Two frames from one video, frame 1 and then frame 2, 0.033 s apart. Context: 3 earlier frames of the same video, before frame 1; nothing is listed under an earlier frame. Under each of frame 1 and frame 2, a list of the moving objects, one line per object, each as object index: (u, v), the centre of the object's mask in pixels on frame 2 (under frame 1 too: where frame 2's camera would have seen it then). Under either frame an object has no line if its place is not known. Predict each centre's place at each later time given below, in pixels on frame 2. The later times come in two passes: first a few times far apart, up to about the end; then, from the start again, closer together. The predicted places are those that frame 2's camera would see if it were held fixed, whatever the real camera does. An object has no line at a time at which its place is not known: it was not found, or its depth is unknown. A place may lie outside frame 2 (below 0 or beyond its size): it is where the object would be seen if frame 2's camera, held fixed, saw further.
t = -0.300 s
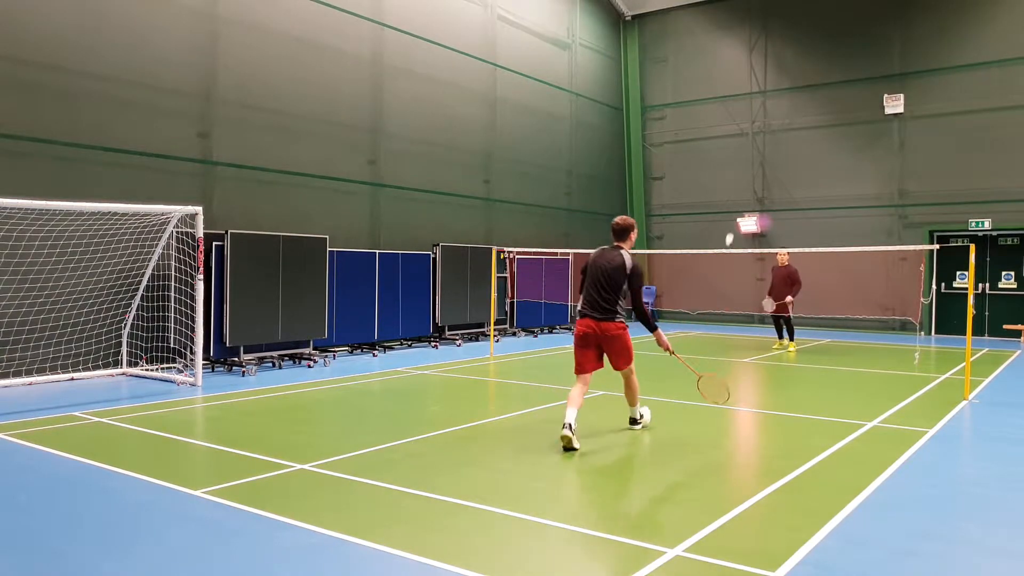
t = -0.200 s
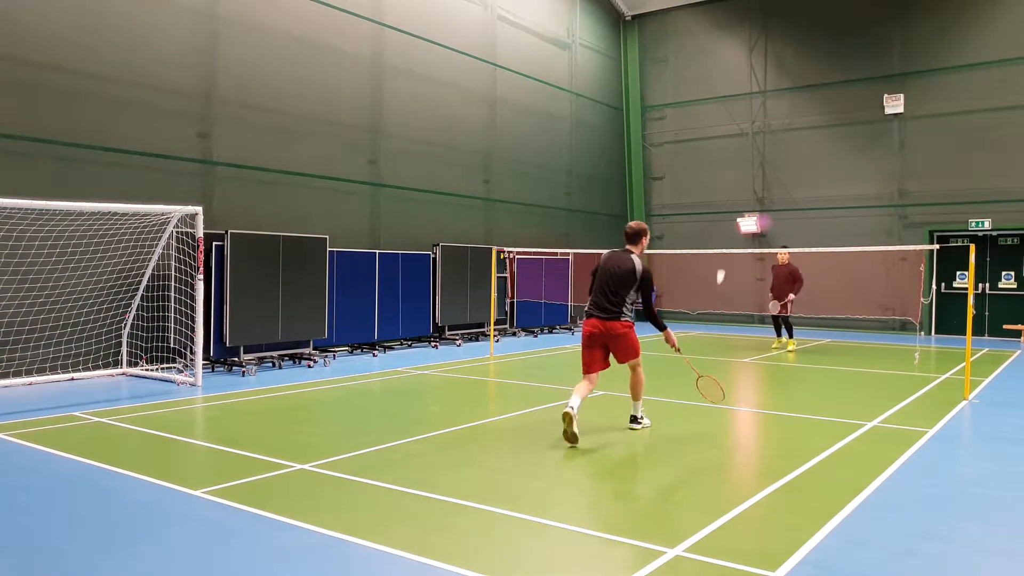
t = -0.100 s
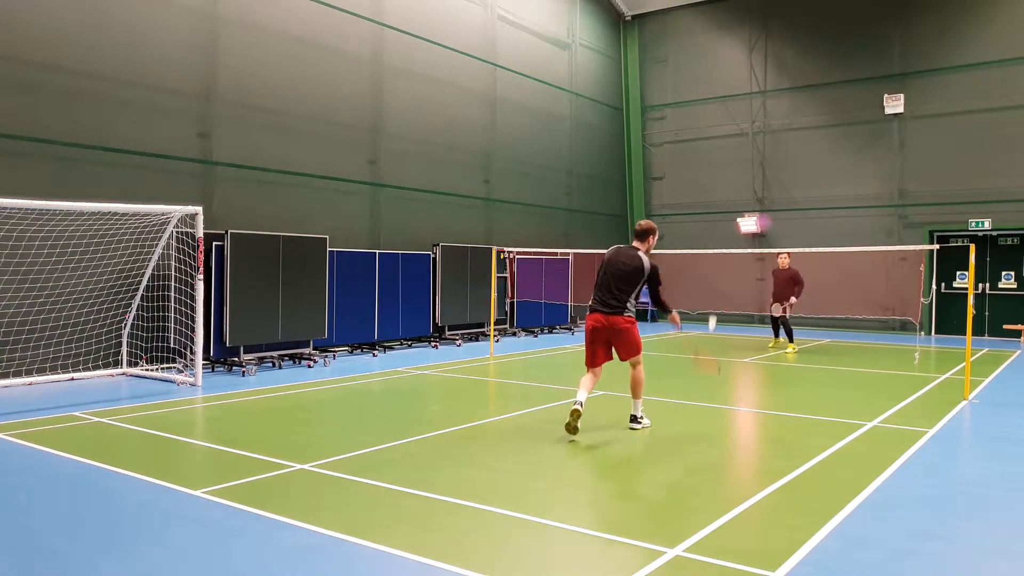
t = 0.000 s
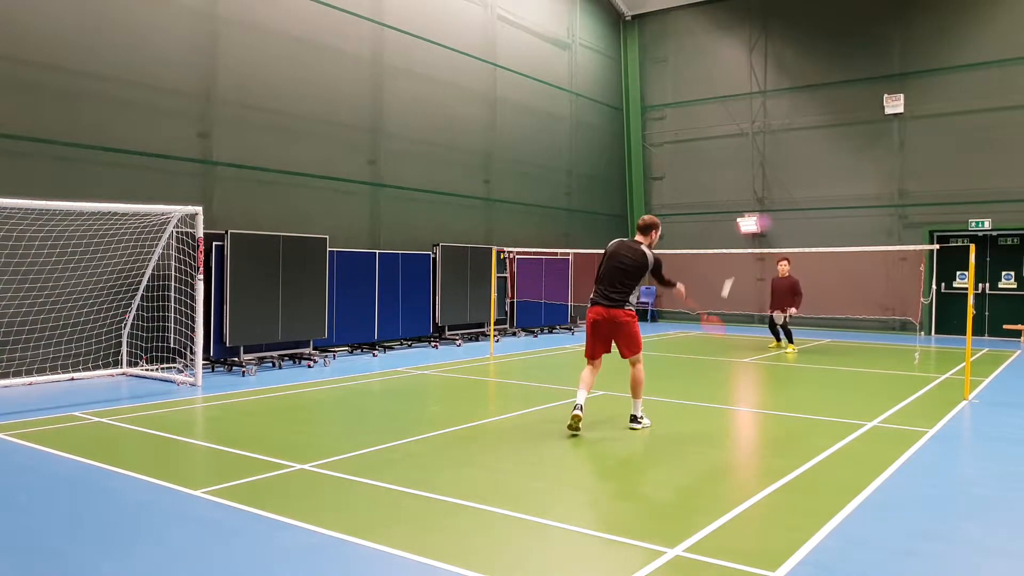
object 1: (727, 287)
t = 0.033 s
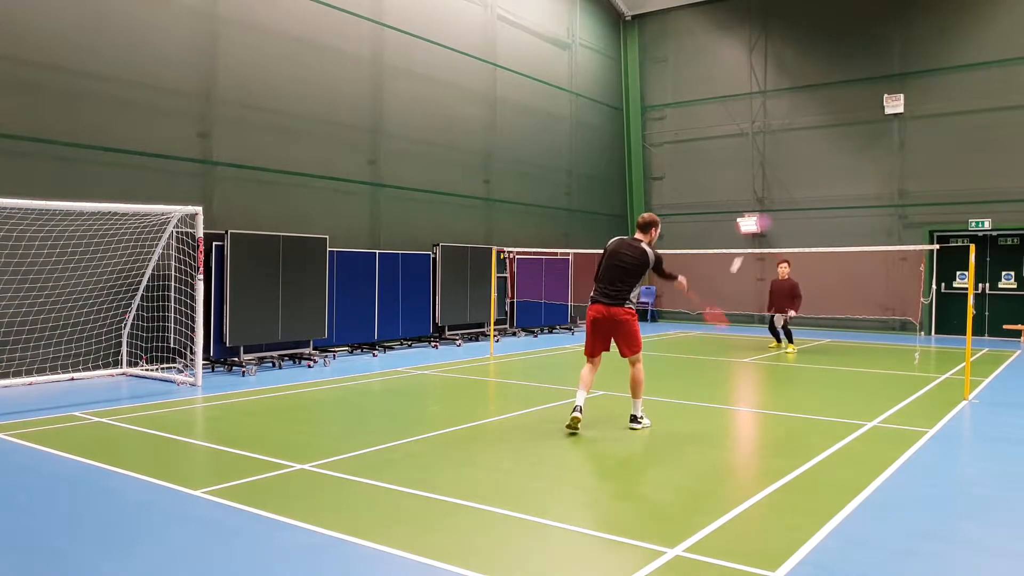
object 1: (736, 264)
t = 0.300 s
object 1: (787, 171)
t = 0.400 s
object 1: (801, 160)
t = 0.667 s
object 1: (826, 175)
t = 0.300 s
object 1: (787, 171)
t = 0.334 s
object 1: (792, 166)
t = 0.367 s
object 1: (796, 162)
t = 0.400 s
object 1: (801, 160)
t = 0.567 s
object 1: (818, 163)
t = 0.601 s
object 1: (821, 166)
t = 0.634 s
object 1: (824, 170)
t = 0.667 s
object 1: (826, 175)
